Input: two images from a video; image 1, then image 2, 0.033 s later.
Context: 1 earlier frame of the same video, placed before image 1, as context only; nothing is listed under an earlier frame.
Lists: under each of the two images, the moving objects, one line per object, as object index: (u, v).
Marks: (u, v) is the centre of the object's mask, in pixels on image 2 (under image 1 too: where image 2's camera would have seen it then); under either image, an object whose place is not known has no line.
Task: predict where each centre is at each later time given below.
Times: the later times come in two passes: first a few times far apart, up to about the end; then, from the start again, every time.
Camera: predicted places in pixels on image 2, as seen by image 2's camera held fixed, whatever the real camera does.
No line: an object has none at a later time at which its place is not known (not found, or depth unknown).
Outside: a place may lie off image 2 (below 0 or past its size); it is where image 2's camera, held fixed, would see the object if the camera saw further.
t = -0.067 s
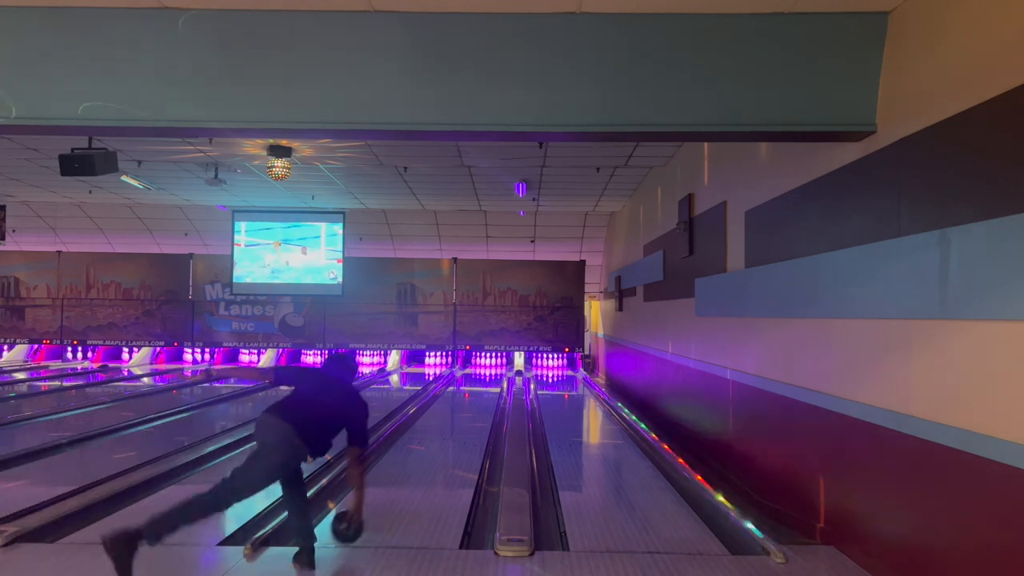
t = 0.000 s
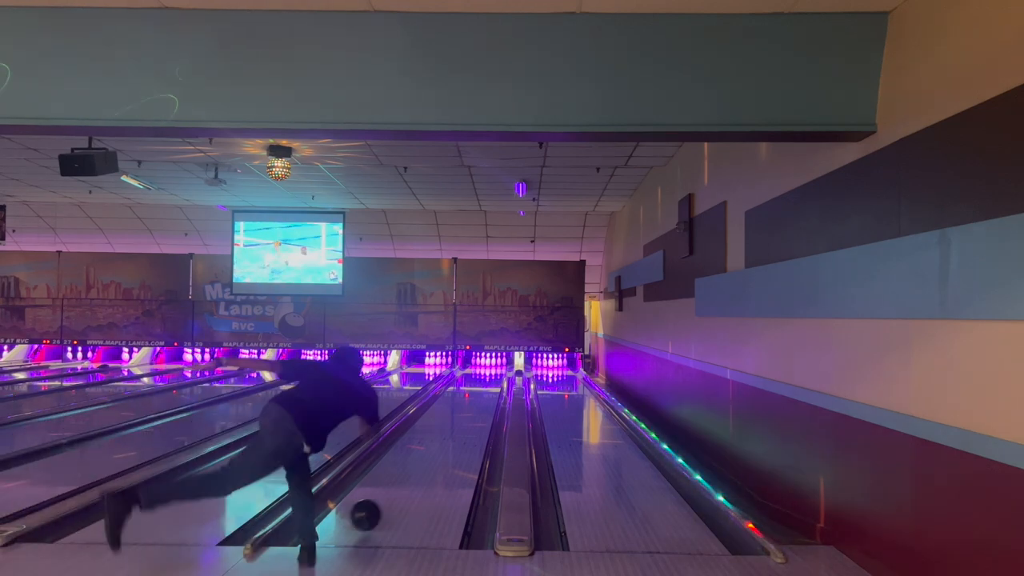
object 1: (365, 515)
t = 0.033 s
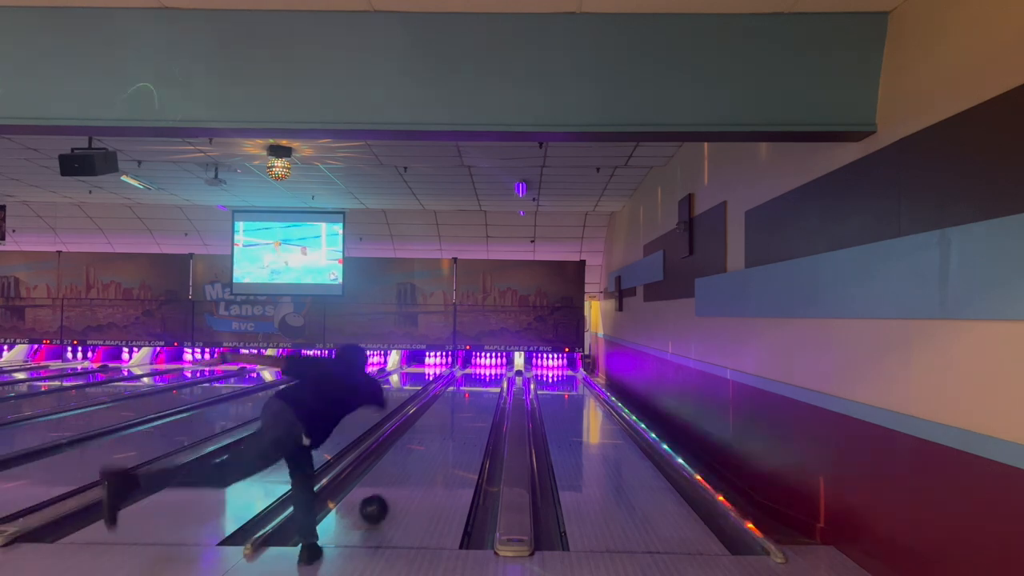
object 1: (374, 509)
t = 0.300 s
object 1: (421, 462)
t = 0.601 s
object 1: (452, 429)
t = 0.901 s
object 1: (472, 409)
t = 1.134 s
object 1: (482, 397)
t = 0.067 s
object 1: (382, 501)
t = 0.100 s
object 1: (389, 494)
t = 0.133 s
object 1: (395, 488)
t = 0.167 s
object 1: (401, 482)
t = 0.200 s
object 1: (407, 477)
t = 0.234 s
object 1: (412, 472)
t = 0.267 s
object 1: (417, 467)
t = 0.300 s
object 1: (421, 462)
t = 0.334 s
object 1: (426, 458)
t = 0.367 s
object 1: (430, 453)
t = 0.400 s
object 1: (434, 449)
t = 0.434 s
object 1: (437, 446)
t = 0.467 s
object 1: (441, 442)
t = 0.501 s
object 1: (444, 439)
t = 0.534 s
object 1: (447, 435)
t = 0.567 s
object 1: (450, 432)
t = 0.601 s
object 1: (452, 429)
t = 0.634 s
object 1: (455, 426)
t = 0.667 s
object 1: (458, 424)
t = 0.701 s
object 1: (460, 422)
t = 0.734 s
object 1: (462, 419)
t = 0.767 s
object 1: (464, 417)
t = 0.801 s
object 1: (466, 415)
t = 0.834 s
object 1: (468, 413)
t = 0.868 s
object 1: (470, 411)
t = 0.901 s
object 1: (472, 409)
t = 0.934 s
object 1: (474, 407)
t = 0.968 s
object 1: (475, 406)
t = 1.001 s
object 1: (477, 404)
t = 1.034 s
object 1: (478, 402)
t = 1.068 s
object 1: (480, 401)
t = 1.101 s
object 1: (481, 399)
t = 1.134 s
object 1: (482, 397)
